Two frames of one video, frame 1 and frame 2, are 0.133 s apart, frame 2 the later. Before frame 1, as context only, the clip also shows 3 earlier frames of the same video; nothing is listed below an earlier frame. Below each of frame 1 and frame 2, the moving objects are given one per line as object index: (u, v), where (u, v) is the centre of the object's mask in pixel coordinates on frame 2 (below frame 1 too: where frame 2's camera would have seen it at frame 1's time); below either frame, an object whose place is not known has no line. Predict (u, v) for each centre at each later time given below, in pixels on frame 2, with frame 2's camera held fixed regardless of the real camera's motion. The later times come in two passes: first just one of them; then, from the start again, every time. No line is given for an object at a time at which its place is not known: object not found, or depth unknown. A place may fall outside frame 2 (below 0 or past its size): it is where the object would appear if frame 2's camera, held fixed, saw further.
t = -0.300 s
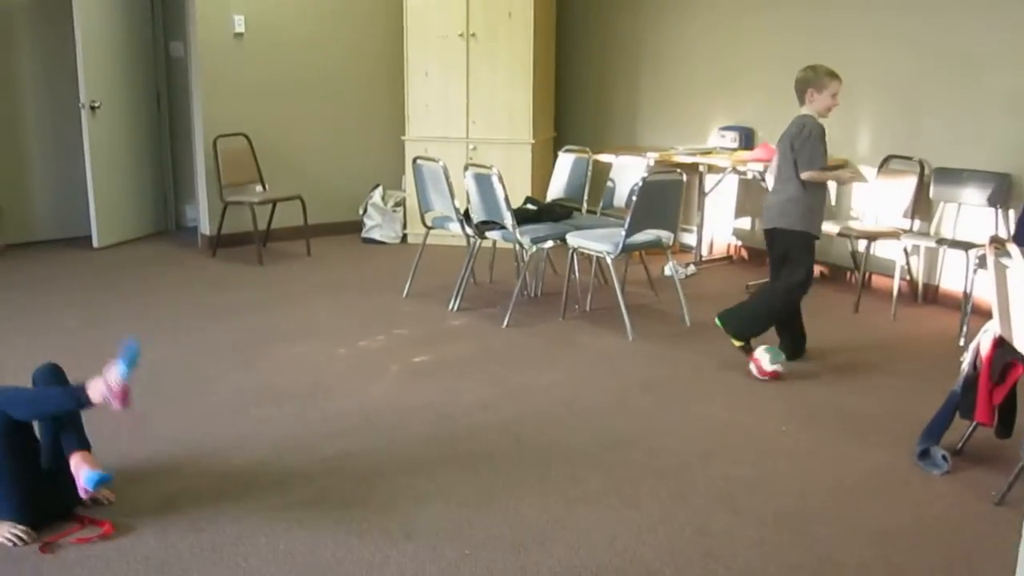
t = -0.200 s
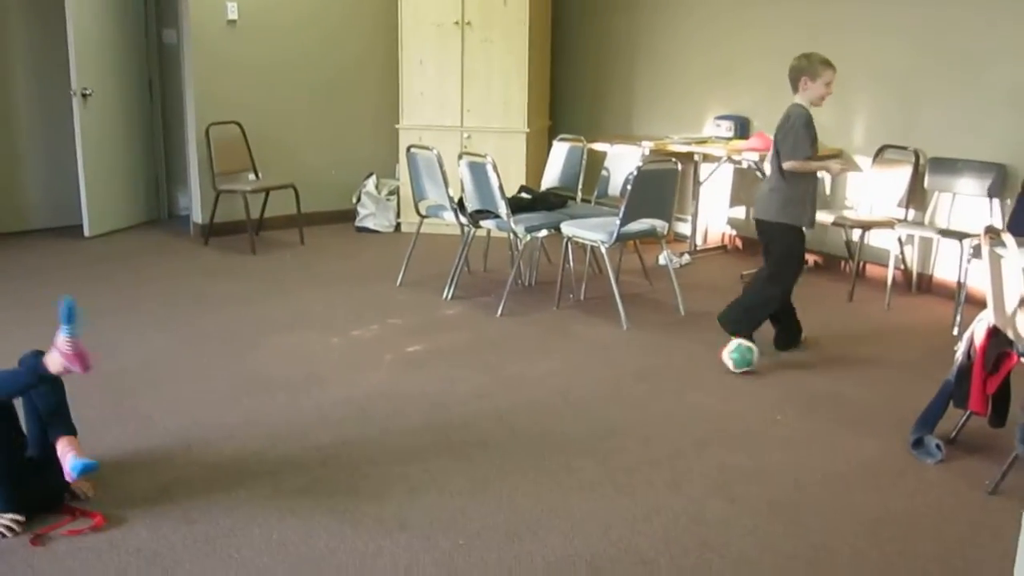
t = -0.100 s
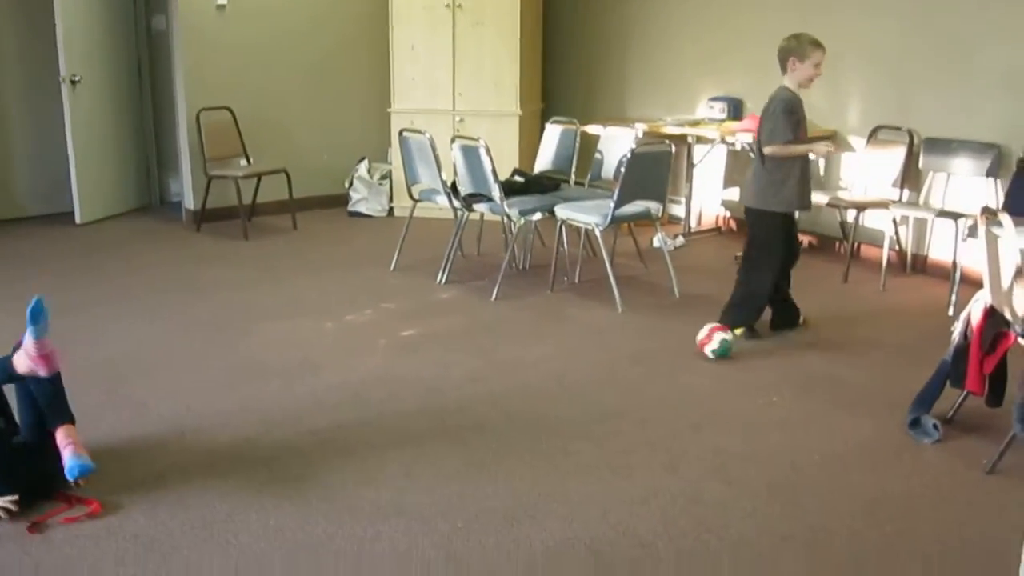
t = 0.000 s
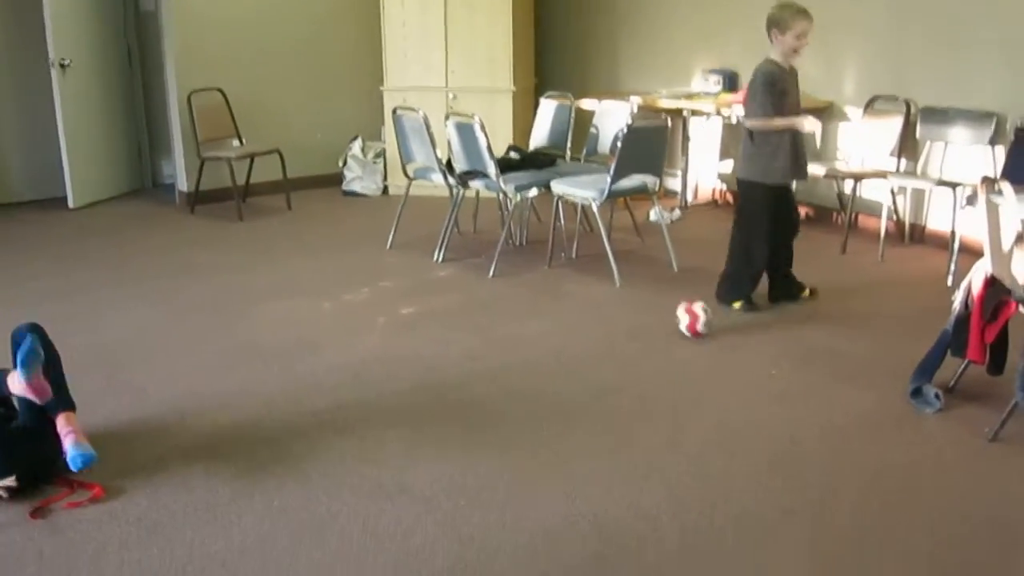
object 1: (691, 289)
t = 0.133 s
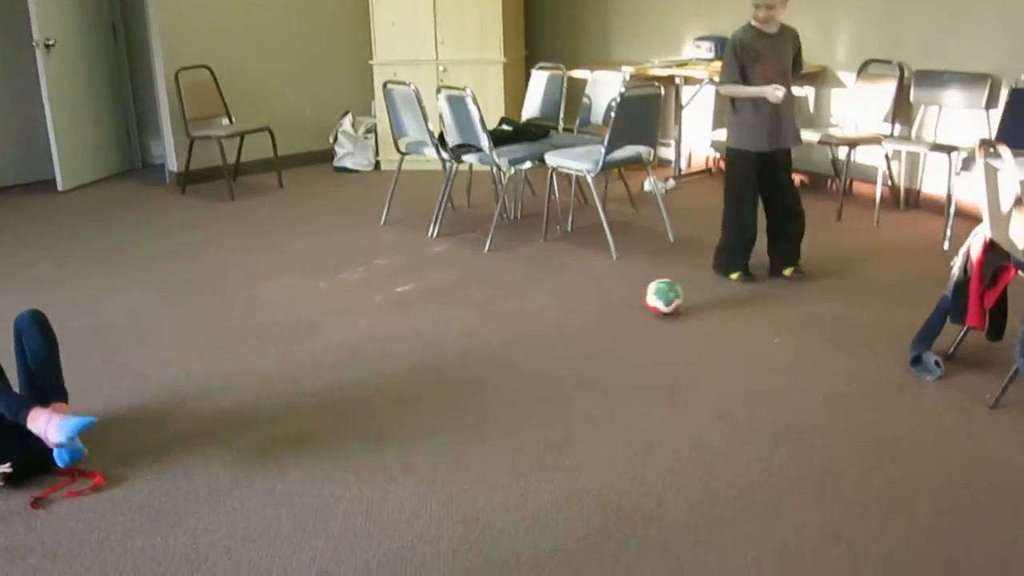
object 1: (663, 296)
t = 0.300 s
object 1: (628, 307)
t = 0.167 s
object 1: (656, 299)
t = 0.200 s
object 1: (649, 302)
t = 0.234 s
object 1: (642, 304)
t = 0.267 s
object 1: (635, 305)
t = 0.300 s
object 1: (628, 307)
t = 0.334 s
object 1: (621, 310)
